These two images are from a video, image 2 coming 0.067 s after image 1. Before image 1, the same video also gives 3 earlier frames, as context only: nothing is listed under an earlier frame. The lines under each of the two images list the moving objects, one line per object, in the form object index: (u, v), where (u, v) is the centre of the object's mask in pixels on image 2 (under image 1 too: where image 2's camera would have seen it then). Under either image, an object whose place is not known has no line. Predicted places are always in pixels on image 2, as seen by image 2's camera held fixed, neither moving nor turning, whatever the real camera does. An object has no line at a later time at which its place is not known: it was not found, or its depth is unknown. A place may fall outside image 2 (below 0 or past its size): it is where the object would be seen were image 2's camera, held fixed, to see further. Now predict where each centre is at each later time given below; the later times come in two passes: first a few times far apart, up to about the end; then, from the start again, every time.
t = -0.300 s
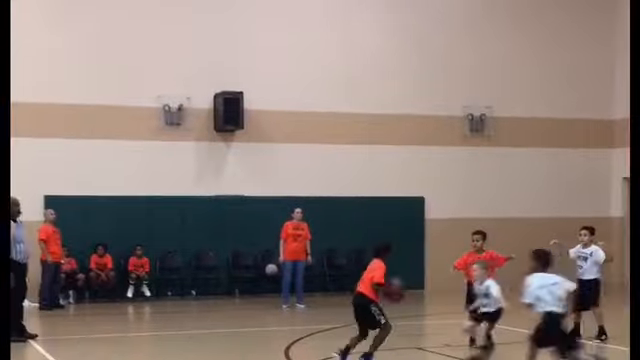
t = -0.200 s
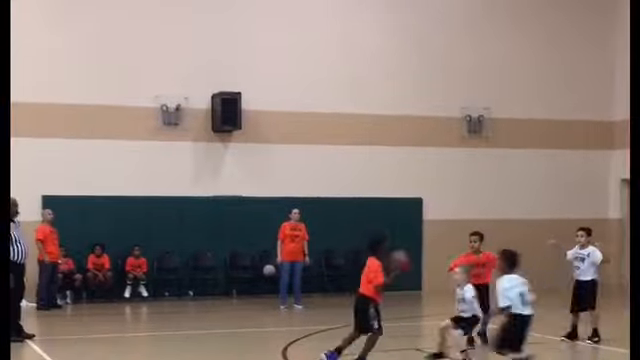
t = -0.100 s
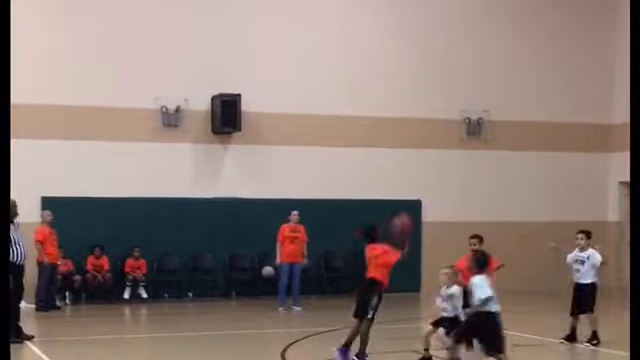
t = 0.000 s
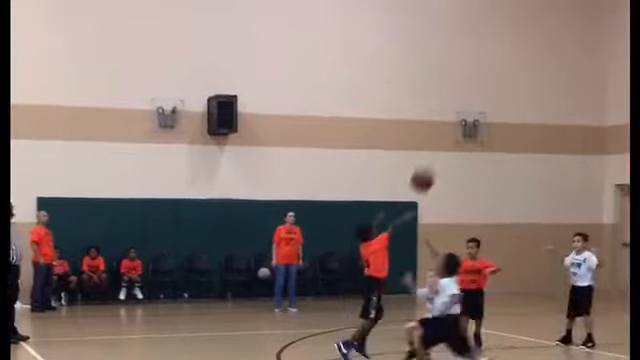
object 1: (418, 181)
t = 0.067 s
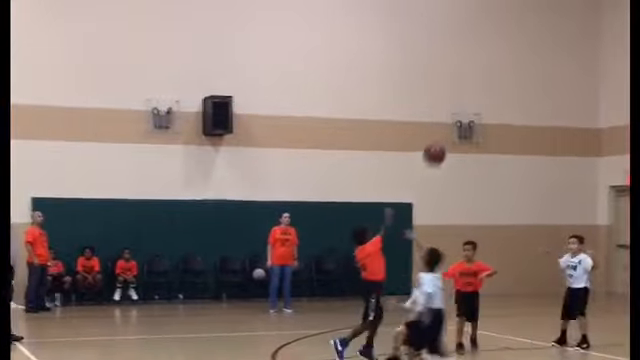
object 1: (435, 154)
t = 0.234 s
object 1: (475, 106)
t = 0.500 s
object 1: (531, 87)
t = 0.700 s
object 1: (566, 110)
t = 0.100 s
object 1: (444, 142)
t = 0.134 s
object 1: (449, 132)
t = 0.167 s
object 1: (460, 121)
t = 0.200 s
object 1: (468, 112)
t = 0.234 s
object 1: (475, 106)
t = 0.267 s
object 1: (483, 100)
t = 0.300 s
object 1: (490, 95)
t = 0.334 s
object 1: (497, 91)
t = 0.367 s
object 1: (504, 88)
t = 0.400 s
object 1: (511, 87)
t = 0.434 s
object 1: (518, 86)
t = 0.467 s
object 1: (524, 86)
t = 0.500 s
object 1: (531, 87)
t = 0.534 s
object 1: (537, 89)
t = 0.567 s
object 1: (543, 91)
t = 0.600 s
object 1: (549, 95)
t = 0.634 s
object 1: (554, 99)
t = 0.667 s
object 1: (561, 105)
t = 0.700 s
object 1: (566, 110)
